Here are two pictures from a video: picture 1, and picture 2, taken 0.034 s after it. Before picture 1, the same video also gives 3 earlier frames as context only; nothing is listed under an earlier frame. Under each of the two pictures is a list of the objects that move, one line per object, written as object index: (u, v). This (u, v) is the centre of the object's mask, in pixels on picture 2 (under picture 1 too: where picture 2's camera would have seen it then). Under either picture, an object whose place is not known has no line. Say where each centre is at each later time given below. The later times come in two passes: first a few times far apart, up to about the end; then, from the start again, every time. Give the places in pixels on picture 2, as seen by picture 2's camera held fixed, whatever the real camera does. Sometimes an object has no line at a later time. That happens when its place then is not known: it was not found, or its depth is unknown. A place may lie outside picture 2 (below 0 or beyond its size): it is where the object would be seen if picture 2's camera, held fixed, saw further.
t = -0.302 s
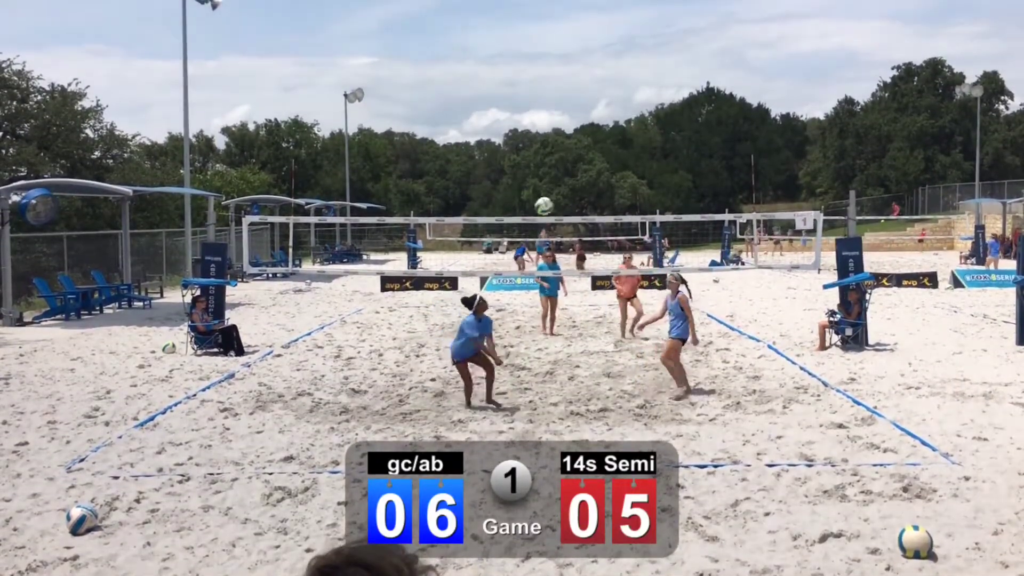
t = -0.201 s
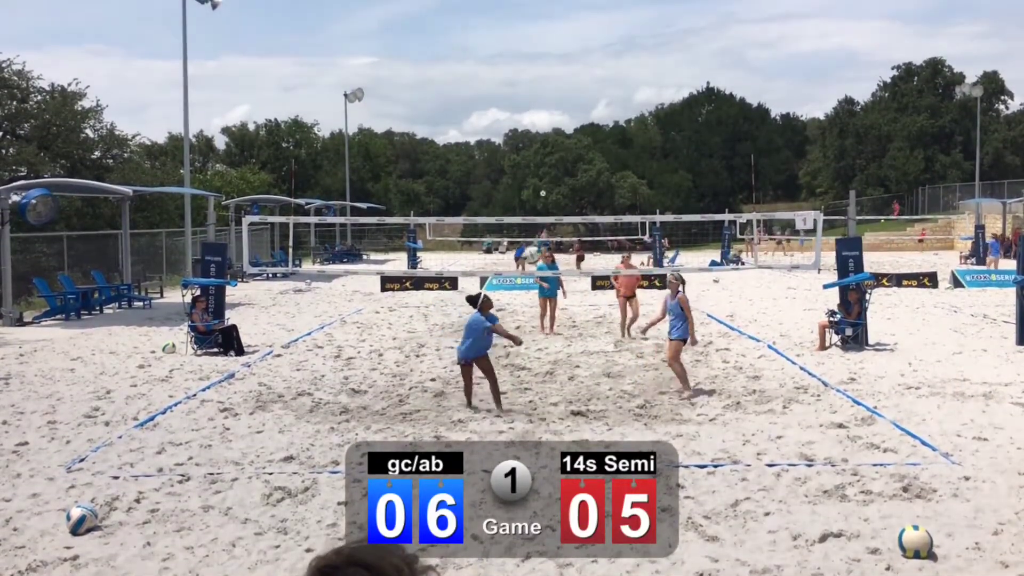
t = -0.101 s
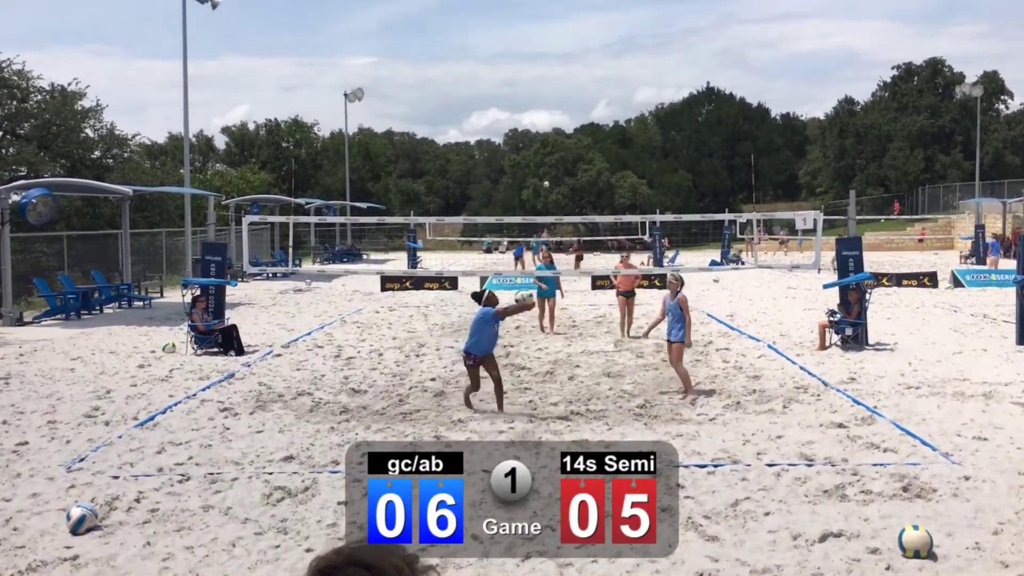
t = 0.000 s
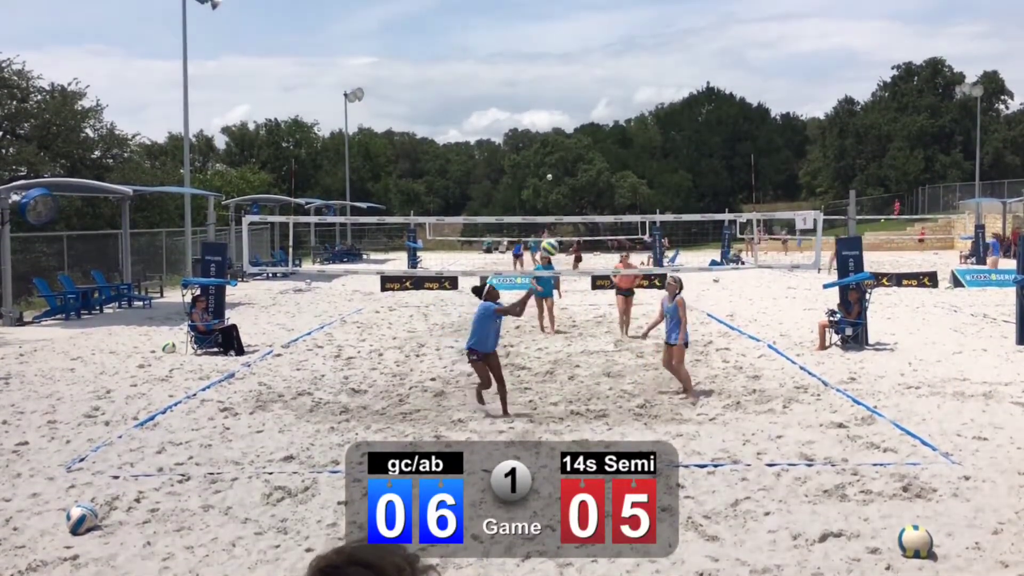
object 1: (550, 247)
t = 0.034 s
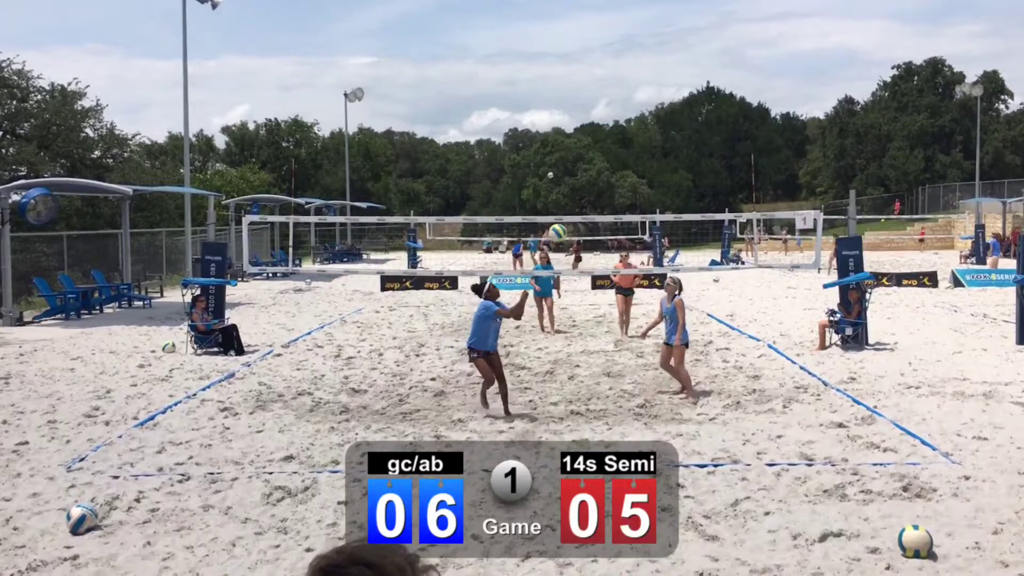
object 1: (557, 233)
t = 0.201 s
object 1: (597, 177)
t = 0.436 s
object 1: (644, 142)
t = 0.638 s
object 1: (681, 148)
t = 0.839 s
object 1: (713, 184)
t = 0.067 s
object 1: (565, 220)
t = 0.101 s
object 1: (574, 207)
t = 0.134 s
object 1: (581, 196)
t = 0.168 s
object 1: (589, 186)
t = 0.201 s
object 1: (597, 177)
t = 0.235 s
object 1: (604, 169)
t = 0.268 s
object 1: (611, 162)
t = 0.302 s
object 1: (618, 156)
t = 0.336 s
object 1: (625, 151)
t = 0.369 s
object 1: (631, 147)
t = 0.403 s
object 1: (638, 144)
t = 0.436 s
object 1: (644, 142)
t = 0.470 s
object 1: (650, 141)
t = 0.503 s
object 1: (657, 141)
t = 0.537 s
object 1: (663, 141)
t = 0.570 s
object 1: (669, 143)
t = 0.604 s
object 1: (675, 145)
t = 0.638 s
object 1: (681, 148)
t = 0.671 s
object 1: (687, 152)
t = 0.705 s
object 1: (692, 157)
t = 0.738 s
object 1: (698, 163)
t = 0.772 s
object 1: (703, 169)
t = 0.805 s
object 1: (708, 176)
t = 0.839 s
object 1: (713, 184)
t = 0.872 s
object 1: (718, 192)
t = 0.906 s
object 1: (723, 201)
